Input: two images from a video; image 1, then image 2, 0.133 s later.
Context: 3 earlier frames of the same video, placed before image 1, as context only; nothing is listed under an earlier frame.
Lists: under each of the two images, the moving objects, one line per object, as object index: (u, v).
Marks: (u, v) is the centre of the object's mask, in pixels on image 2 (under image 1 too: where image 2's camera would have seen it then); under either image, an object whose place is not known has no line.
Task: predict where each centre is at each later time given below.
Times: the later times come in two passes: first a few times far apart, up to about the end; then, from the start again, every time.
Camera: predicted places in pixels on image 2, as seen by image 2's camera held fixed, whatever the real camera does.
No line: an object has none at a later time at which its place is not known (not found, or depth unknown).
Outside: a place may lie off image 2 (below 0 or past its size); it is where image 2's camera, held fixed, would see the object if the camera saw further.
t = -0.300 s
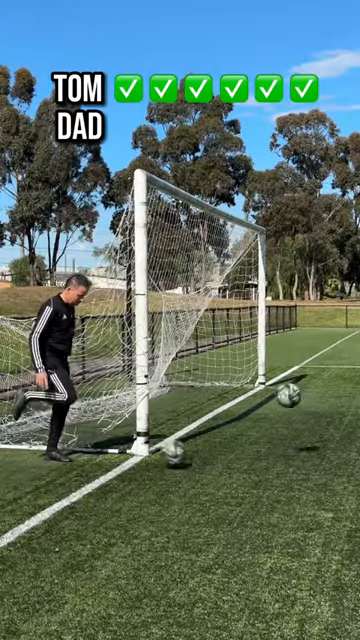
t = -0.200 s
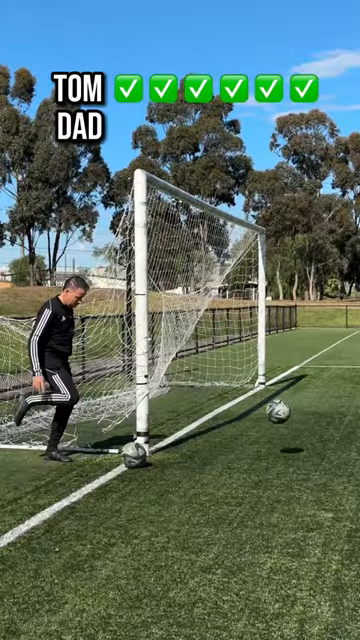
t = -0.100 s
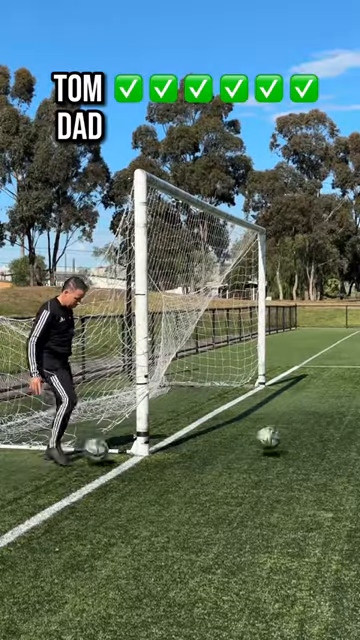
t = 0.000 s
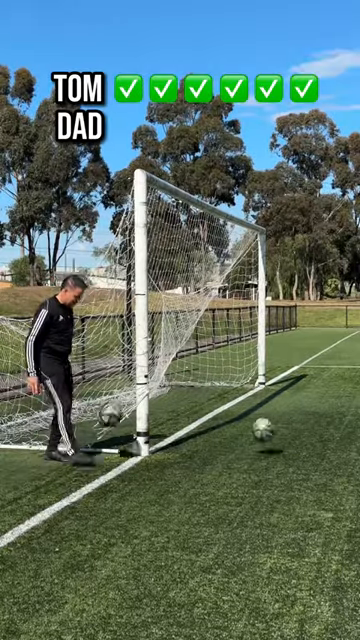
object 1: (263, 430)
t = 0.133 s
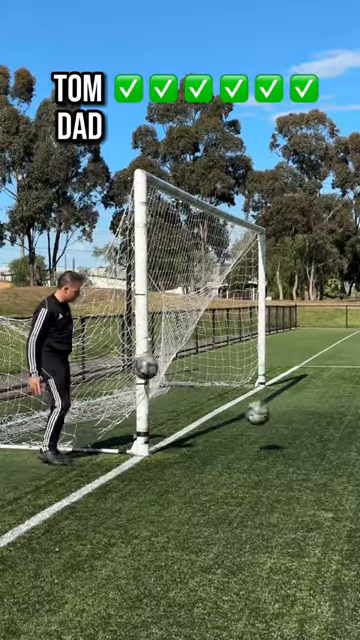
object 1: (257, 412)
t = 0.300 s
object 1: (252, 419)
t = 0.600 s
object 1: (240, 423)
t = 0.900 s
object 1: (225, 430)
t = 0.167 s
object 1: (257, 412)
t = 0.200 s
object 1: (256, 412)
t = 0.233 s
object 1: (255, 413)
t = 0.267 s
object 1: (253, 415)
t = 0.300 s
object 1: (252, 419)
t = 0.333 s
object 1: (251, 423)
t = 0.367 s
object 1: (249, 428)
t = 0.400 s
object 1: (248, 435)
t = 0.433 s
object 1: (247, 437)
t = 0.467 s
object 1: (246, 432)
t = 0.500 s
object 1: (244, 428)
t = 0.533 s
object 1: (242, 425)
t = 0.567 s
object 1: (241, 424)
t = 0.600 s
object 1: (240, 423)
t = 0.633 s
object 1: (239, 423)
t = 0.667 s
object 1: (238, 424)
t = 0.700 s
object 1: (236, 426)
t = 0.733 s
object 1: (234, 431)
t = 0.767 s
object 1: (233, 436)
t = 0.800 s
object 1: (231, 435)
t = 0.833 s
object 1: (229, 433)
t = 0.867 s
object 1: (227, 430)
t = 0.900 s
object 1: (225, 430)
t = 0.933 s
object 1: (224, 430)
